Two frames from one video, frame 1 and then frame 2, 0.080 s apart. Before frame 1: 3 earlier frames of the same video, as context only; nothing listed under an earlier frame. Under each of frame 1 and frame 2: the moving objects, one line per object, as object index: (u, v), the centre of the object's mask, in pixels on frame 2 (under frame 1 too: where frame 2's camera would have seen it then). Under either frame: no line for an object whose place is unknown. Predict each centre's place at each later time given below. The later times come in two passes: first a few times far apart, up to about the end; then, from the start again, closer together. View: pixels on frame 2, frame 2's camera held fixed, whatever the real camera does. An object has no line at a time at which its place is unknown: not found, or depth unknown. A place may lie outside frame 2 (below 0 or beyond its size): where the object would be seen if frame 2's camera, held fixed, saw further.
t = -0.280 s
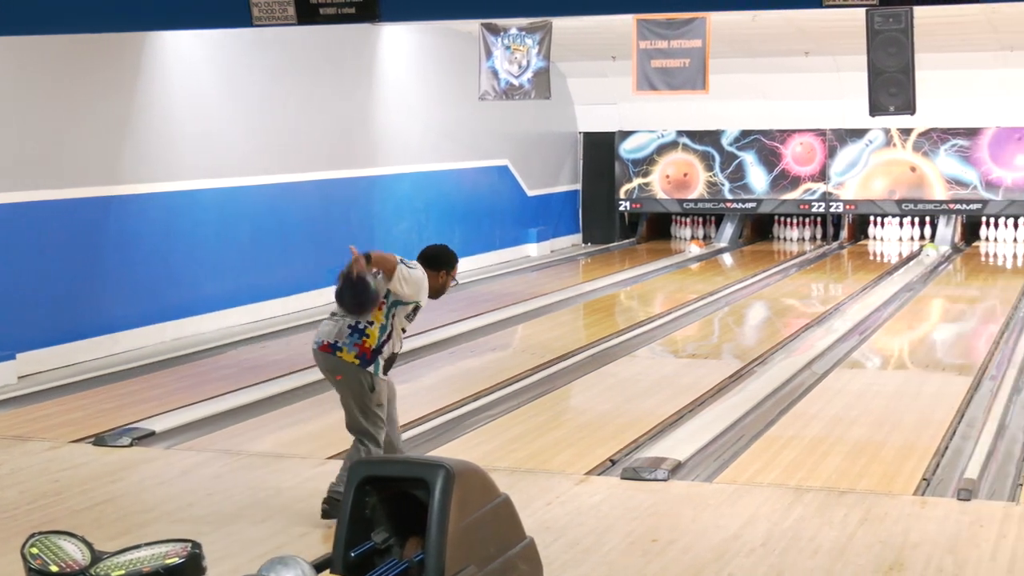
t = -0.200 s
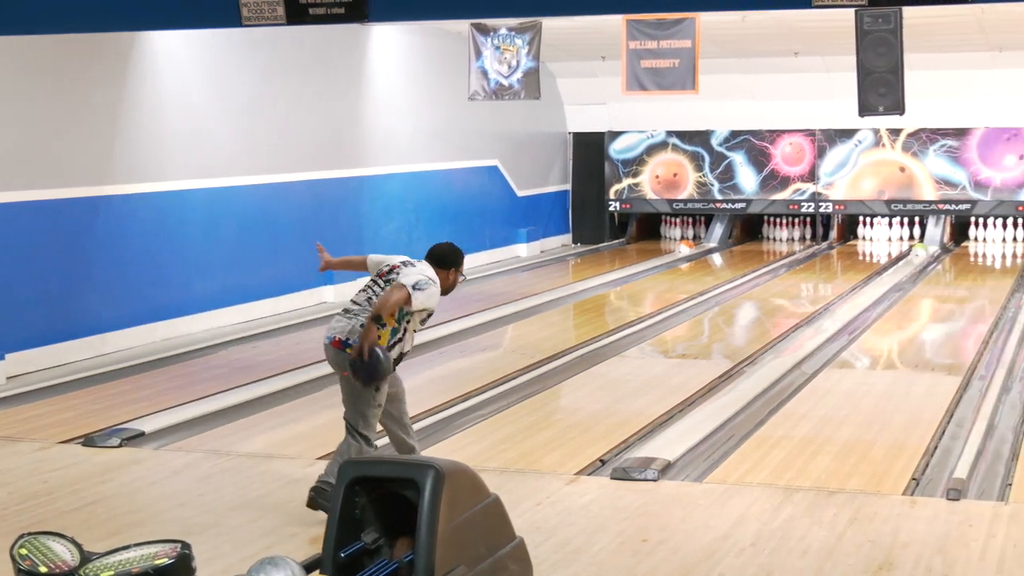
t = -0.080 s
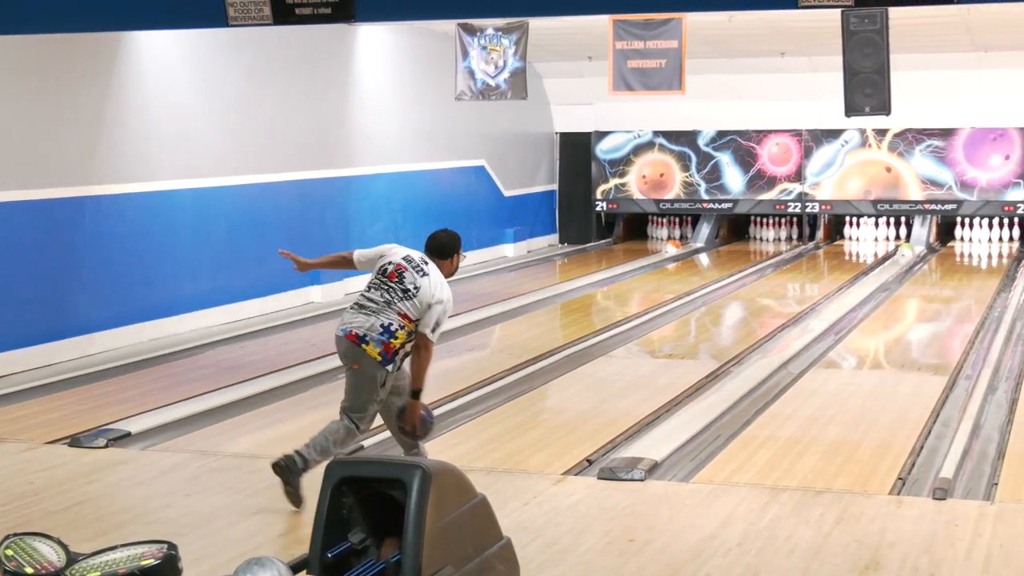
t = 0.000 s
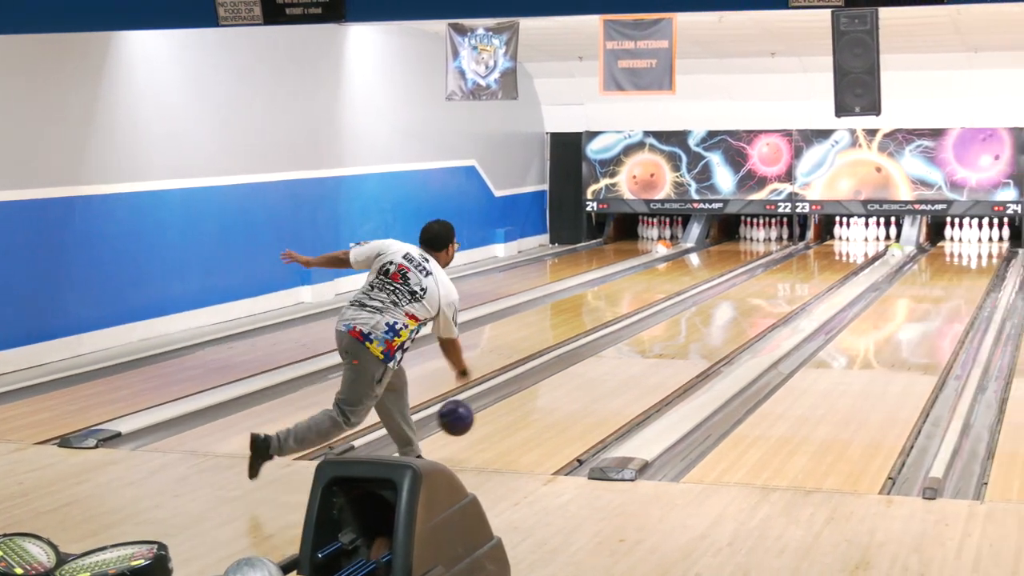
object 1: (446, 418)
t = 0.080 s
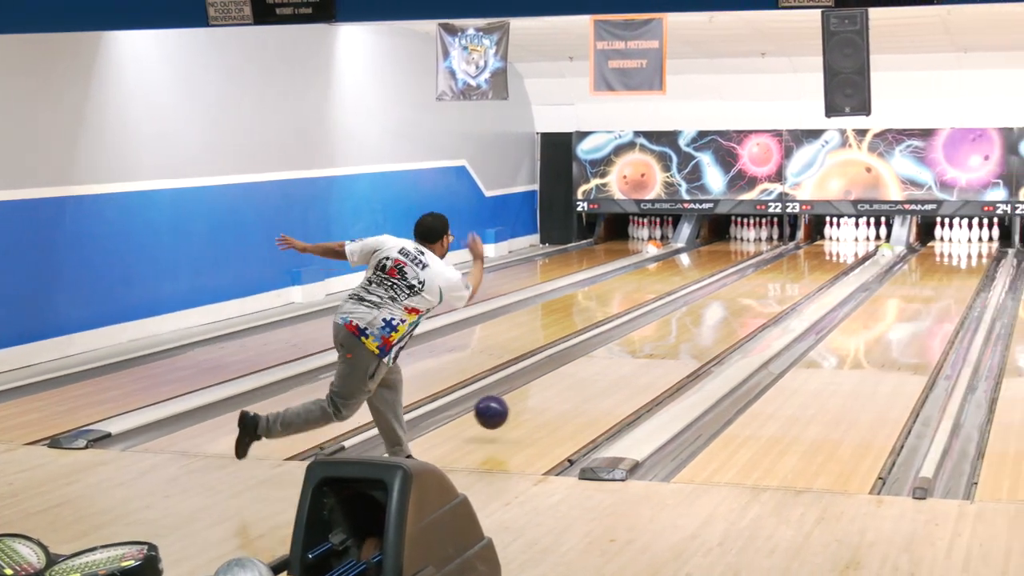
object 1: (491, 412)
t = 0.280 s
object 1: (578, 385)
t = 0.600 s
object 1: (675, 340)
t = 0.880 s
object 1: (736, 311)
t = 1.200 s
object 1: (786, 284)
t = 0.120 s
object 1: (507, 412)
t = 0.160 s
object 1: (523, 411)
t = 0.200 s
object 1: (545, 400)
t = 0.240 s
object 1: (559, 394)
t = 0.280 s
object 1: (578, 385)
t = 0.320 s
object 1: (590, 379)
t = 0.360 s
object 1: (602, 374)
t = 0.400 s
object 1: (618, 366)
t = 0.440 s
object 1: (629, 361)
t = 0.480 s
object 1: (644, 354)
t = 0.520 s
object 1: (653, 350)
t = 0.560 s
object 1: (662, 346)
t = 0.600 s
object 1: (675, 340)
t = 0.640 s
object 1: (683, 335)
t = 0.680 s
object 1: (695, 330)
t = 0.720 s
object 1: (703, 327)
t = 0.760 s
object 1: (710, 323)
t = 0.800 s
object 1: (720, 318)
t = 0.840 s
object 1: (727, 315)
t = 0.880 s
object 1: (736, 311)
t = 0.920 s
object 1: (742, 308)
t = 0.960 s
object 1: (747, 304)
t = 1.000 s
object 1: (754, 298)
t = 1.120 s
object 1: (773, 289)
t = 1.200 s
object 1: (786, 284)
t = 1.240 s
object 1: (792, 282)
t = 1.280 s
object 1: (799, 279)
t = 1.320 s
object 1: (804, 276)
